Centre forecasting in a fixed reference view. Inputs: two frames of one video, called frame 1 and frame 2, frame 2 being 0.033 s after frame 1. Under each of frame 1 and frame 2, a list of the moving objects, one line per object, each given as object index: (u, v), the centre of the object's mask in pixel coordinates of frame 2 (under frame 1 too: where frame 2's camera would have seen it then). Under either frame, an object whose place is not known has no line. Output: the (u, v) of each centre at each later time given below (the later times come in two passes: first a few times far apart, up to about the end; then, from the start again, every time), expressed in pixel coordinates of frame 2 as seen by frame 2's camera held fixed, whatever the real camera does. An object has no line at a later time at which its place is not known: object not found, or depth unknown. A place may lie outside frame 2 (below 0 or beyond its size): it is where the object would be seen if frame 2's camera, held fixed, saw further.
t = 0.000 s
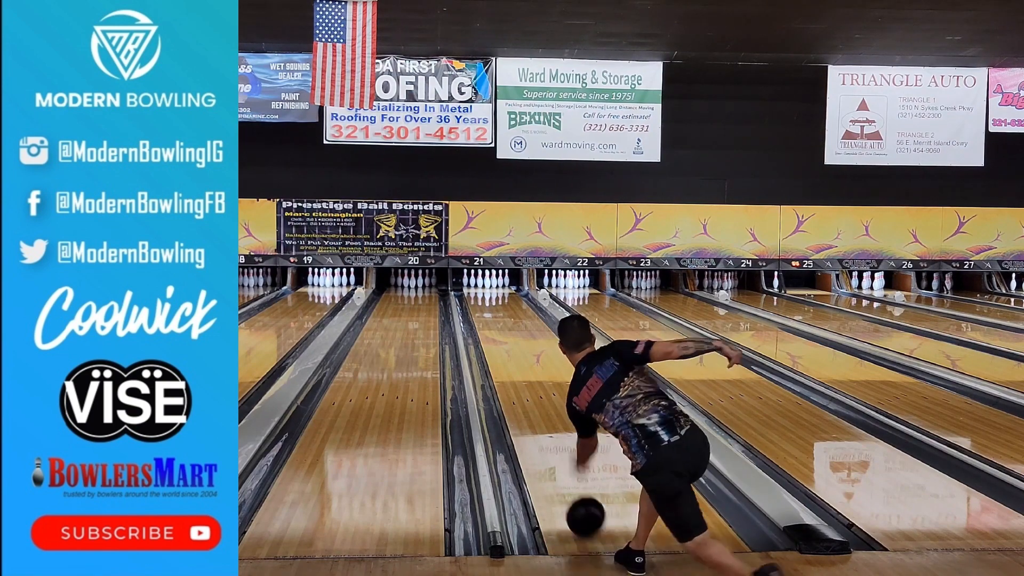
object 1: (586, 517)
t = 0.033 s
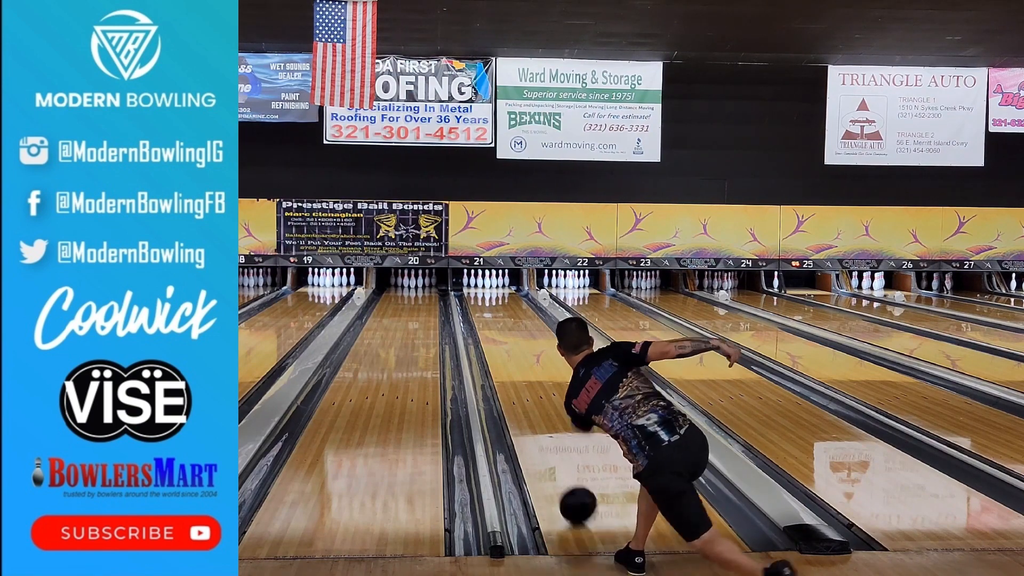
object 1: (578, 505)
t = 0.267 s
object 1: (540, 432)
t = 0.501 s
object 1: (517, 387)
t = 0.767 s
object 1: (501, 354)
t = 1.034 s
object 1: (490, 332)
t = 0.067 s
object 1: (571, 492)
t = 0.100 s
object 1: (565, 480)
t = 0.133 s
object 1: (559, 469)
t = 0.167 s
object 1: (553, 458)
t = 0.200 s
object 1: (548, 449)
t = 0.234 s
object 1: (544, 440)
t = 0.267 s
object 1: (540, 432)
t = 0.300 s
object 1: (536, 424)
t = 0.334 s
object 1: (532, 417)
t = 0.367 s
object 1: (529, 410)
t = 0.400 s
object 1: (525, 404)
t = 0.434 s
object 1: (522, 398)
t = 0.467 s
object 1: (519, 393)
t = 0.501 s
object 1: (517, 387)
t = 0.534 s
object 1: (514, 383)
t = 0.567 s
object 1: (512, 378)
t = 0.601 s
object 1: (510, 373)
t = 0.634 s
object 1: (508, 369)
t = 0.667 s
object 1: (506, 365)
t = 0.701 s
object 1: (504, 361)
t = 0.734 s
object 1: (502, 358)
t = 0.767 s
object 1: (501, 354)
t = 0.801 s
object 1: (499, 351)
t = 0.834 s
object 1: (498, 348)
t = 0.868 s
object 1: (496, 345)
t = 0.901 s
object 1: (495, 342)
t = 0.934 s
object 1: (494, 339)
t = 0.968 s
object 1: (492, 337)
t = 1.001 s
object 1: (491, 334)
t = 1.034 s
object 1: (490, 332)
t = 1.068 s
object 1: (489, 330)
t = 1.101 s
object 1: (488, 327)
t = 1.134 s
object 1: (487, 325)
